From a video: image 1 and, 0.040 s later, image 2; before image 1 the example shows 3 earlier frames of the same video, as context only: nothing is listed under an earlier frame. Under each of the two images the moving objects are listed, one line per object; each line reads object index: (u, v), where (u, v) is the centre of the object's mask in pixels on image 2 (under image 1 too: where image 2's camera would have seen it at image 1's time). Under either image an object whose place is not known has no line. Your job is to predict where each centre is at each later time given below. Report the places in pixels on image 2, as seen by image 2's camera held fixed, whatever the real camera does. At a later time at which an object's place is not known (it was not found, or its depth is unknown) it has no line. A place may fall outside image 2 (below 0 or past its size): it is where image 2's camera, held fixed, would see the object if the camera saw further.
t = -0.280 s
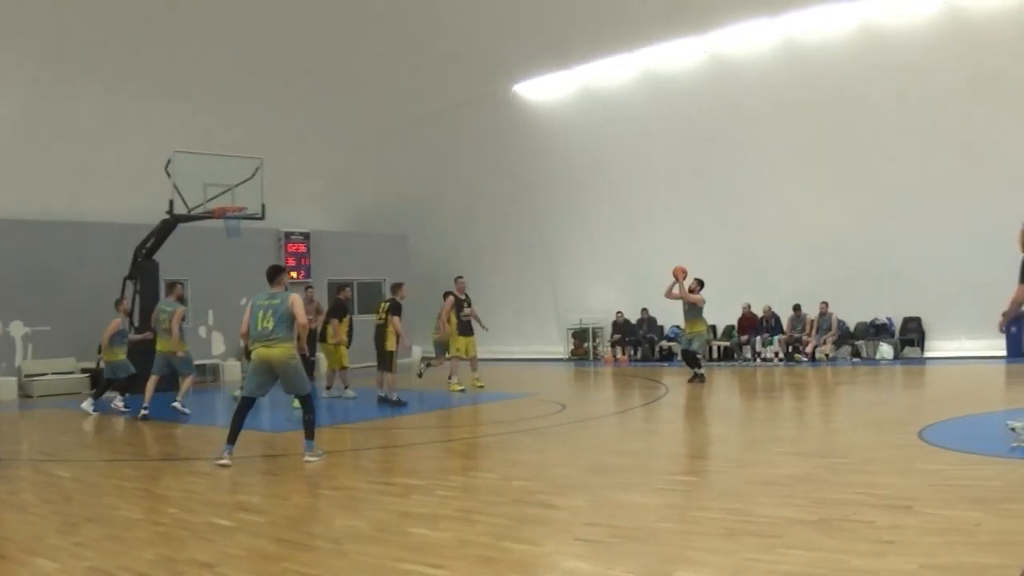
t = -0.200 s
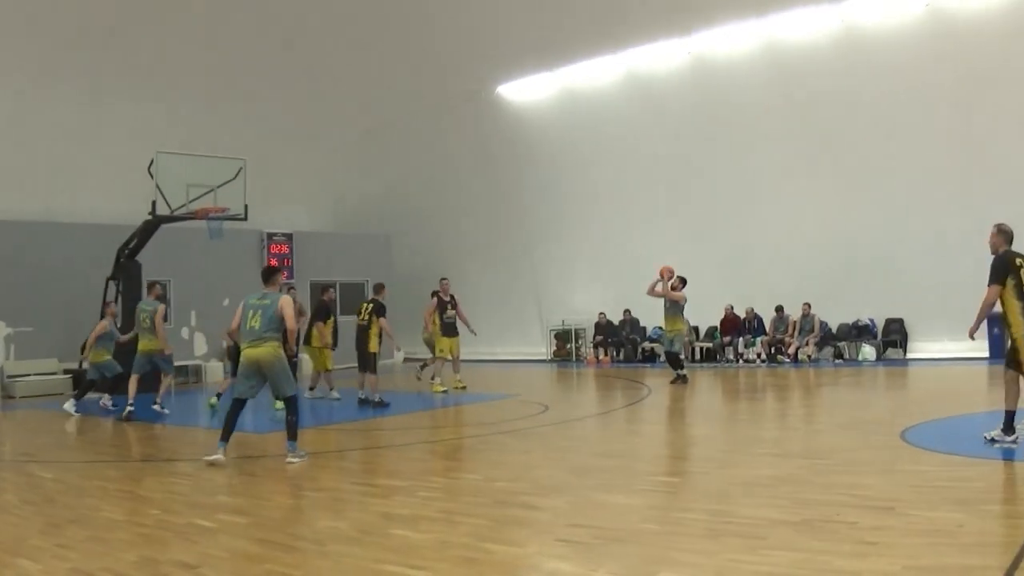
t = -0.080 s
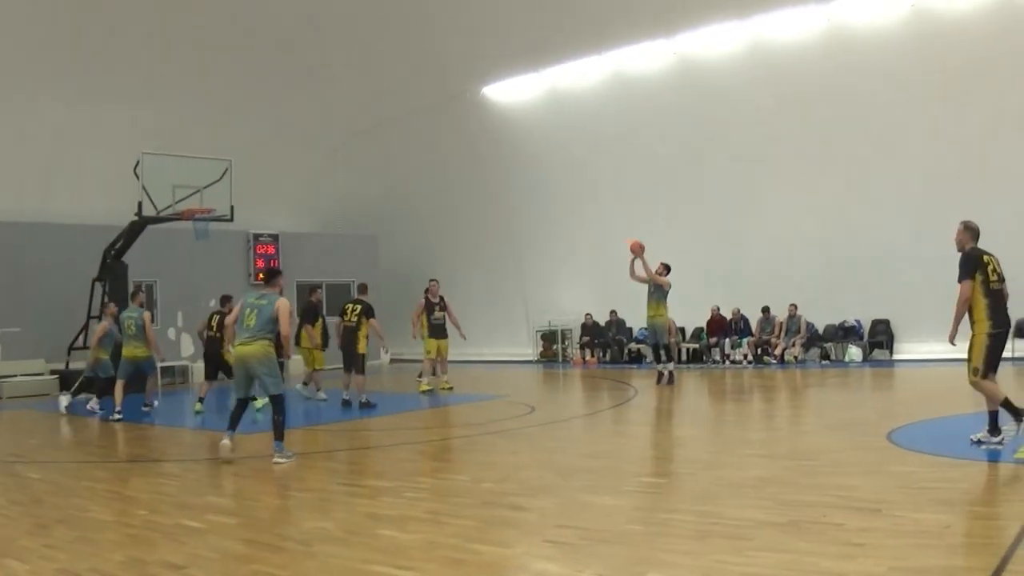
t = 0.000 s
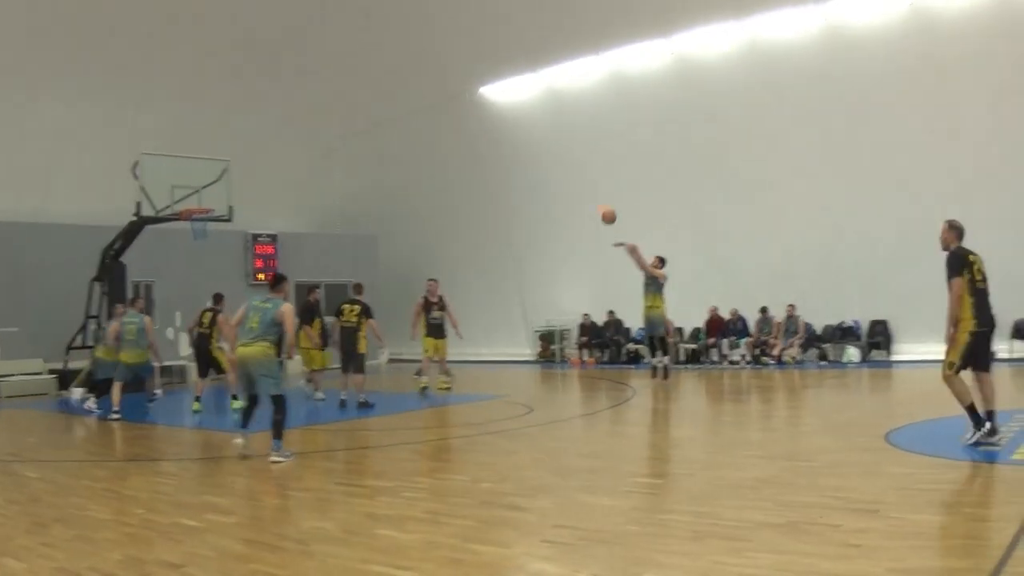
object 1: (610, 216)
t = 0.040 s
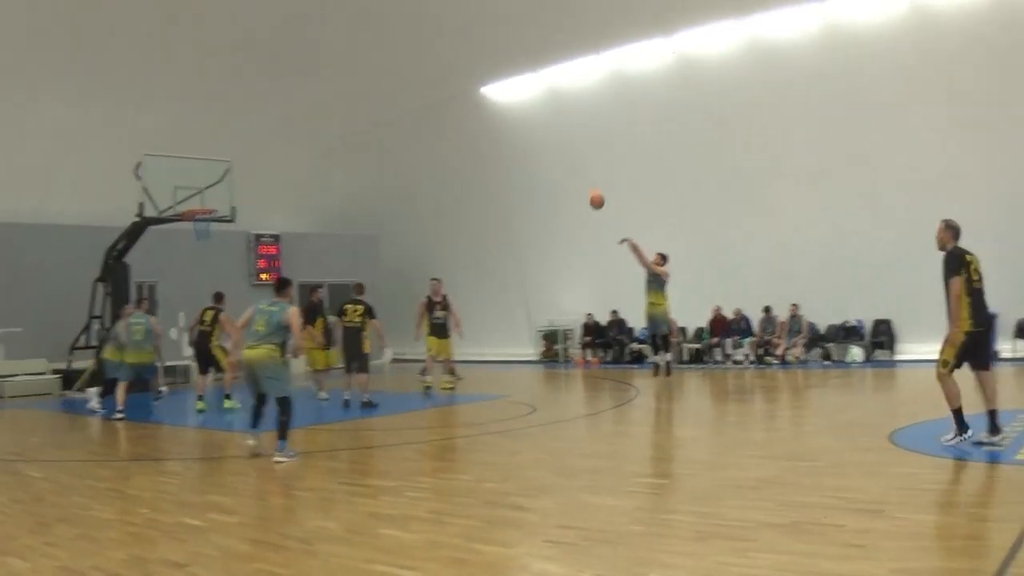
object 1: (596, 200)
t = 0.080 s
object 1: (585, 186)
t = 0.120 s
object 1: (575, 173)
